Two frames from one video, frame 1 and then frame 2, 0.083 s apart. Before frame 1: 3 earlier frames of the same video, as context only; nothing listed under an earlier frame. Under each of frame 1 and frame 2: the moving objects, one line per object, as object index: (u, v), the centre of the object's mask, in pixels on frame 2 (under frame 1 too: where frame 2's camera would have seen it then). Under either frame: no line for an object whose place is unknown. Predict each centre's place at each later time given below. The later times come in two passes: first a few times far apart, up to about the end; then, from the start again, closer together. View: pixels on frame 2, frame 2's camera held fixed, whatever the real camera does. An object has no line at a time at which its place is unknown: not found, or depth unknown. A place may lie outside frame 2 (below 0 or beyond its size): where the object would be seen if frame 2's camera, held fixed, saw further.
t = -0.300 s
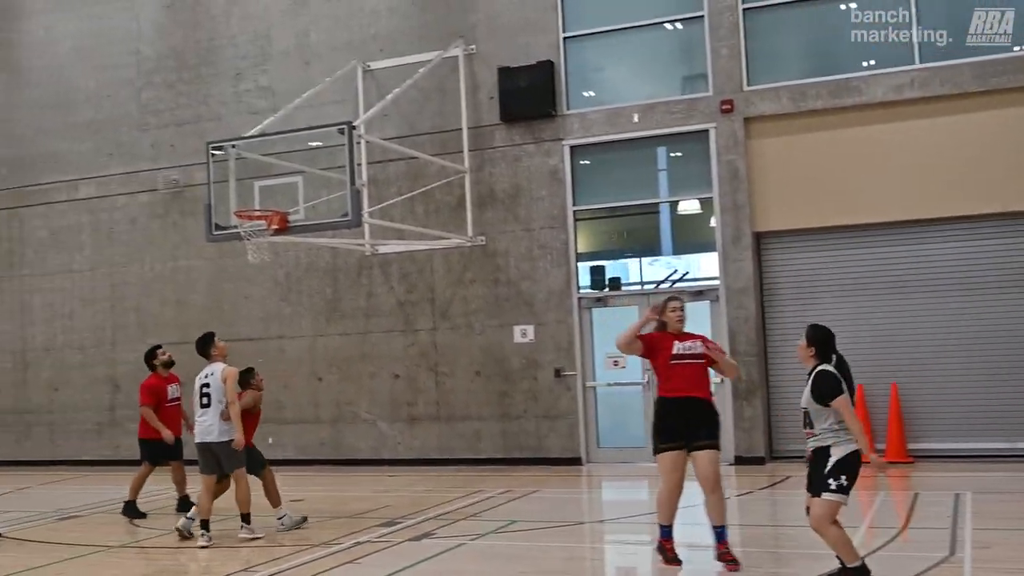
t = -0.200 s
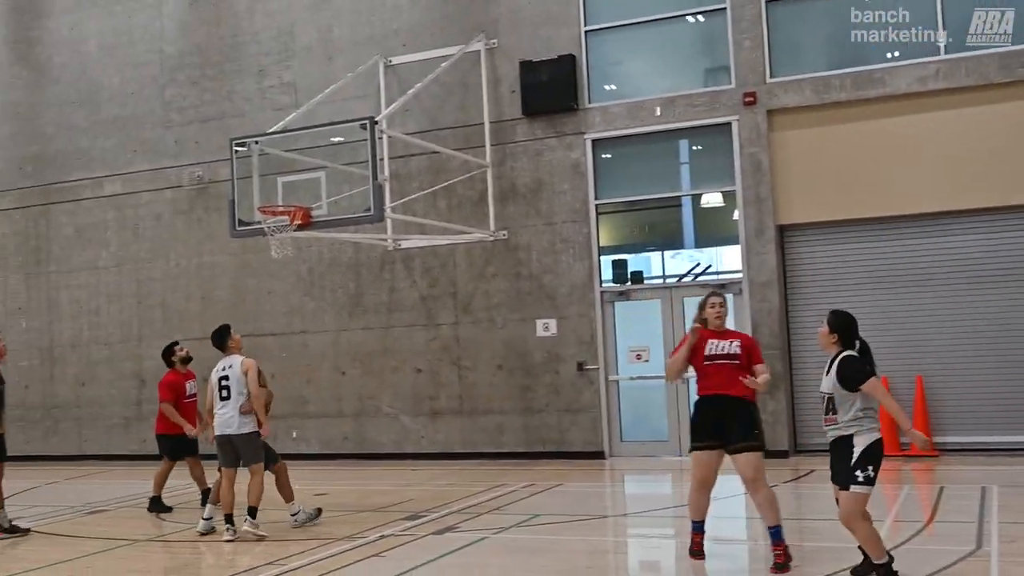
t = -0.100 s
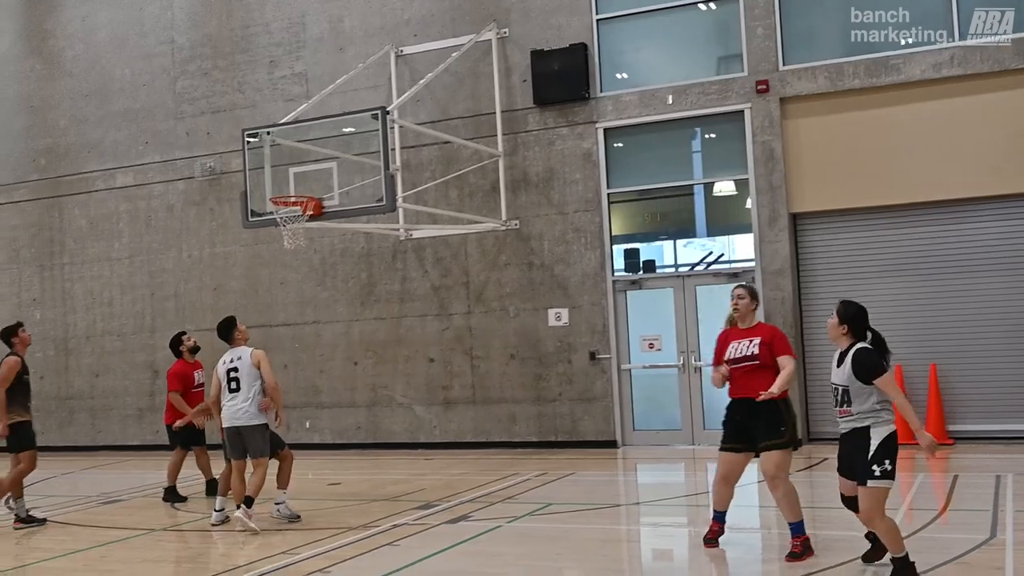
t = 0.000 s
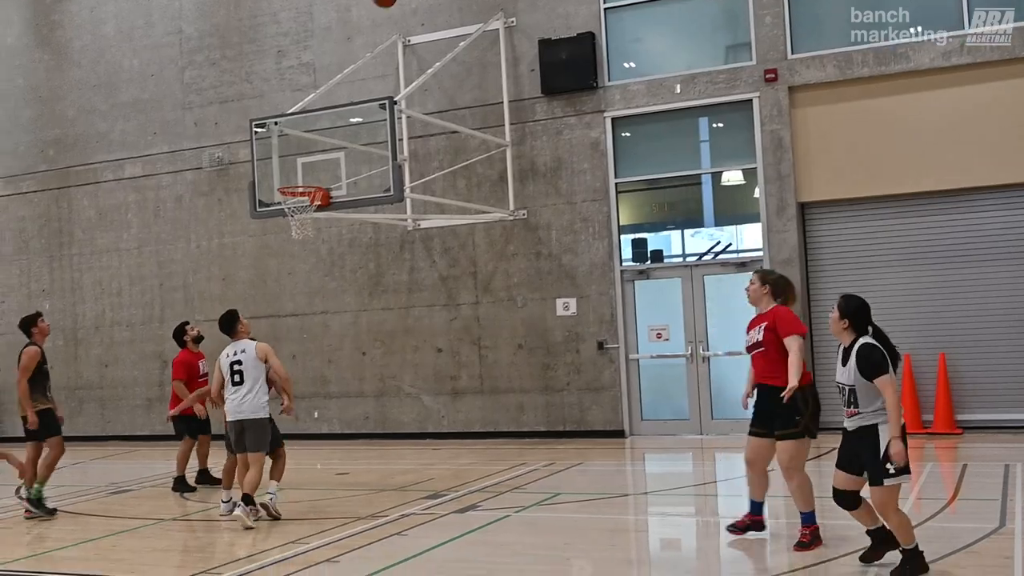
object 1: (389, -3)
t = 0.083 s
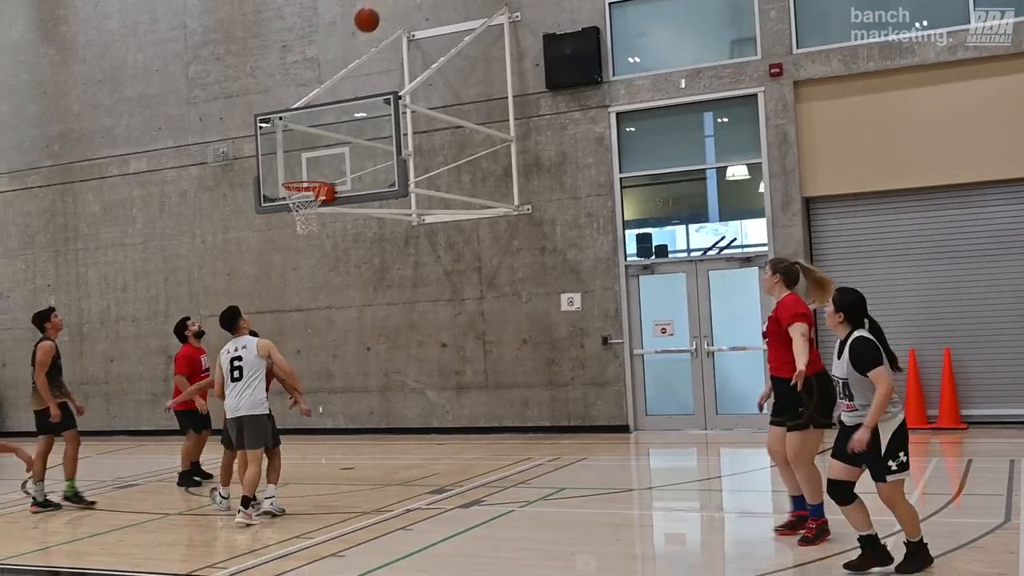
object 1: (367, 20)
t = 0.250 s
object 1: (326, 95)
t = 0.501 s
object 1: (313, 193)
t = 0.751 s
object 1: (277, 199)
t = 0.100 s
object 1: (362, 26)
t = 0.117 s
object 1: (358, 33)
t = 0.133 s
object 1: (354, 40)
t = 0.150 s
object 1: (350, 47)
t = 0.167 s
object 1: (346, 55)
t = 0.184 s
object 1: (342, 62)
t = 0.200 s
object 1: (338, 70)
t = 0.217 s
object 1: (334, 78)
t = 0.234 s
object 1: (330, 87)
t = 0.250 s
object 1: (326, 95)
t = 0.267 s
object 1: (323, 103)
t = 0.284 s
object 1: (319, 112)
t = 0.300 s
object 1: (316, 121)
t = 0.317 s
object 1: (312, 130)
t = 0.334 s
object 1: (309, 140)
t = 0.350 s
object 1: (305, 149)
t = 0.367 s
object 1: (301, 158)
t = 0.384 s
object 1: (298, 168)
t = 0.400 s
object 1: (295, 175)
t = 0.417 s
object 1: (296, 178)
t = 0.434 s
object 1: (304, 178)
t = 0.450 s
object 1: (312, 178)
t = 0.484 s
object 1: (320, 190)
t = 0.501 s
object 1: (313, 193)
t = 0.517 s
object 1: (302, 195)
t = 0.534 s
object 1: (296, 198)
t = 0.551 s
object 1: (290, 201)
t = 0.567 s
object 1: (286, 202)
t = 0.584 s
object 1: (283, 202)
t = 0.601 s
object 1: (281, 202)
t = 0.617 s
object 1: (279, 201)
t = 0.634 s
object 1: (278, 201)
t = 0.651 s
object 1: (278, 199)
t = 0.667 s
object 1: (278, 201)
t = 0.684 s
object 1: (276, 198)
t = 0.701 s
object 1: (276, 198)
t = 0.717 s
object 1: (276, 199)
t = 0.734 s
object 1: (277, 199)
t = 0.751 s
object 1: (277, 199)
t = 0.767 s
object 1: (277, 200)
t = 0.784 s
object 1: (277, 201)
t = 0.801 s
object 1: (277, 202)
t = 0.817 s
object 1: (277, 203)
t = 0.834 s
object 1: (277, 206)
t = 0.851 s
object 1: (276, 208)
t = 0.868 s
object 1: (276, 210)
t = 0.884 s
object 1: (276, 213)
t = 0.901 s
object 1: (275, 217)
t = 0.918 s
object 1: (275, 219)
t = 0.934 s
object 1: (276, 222)
